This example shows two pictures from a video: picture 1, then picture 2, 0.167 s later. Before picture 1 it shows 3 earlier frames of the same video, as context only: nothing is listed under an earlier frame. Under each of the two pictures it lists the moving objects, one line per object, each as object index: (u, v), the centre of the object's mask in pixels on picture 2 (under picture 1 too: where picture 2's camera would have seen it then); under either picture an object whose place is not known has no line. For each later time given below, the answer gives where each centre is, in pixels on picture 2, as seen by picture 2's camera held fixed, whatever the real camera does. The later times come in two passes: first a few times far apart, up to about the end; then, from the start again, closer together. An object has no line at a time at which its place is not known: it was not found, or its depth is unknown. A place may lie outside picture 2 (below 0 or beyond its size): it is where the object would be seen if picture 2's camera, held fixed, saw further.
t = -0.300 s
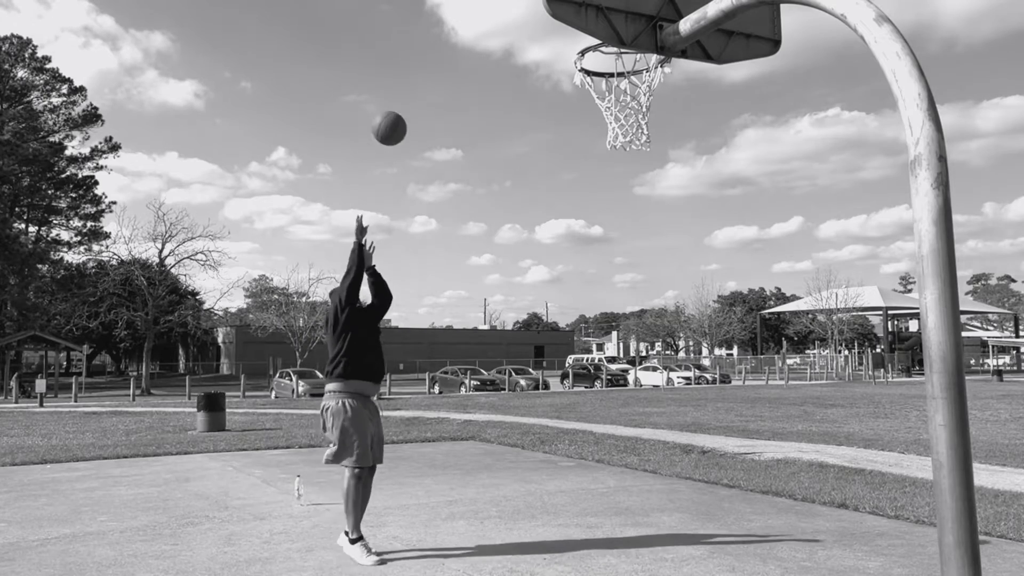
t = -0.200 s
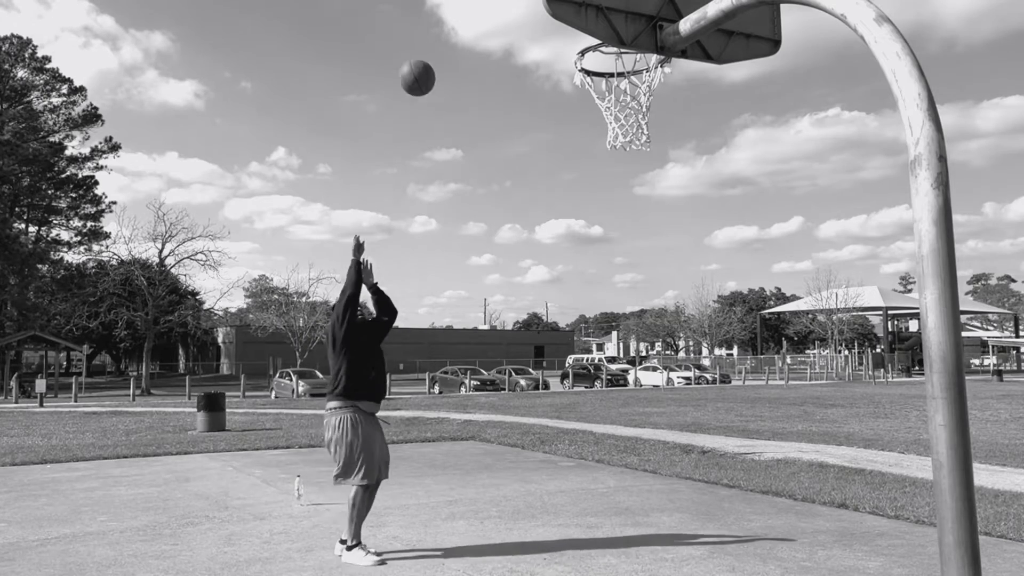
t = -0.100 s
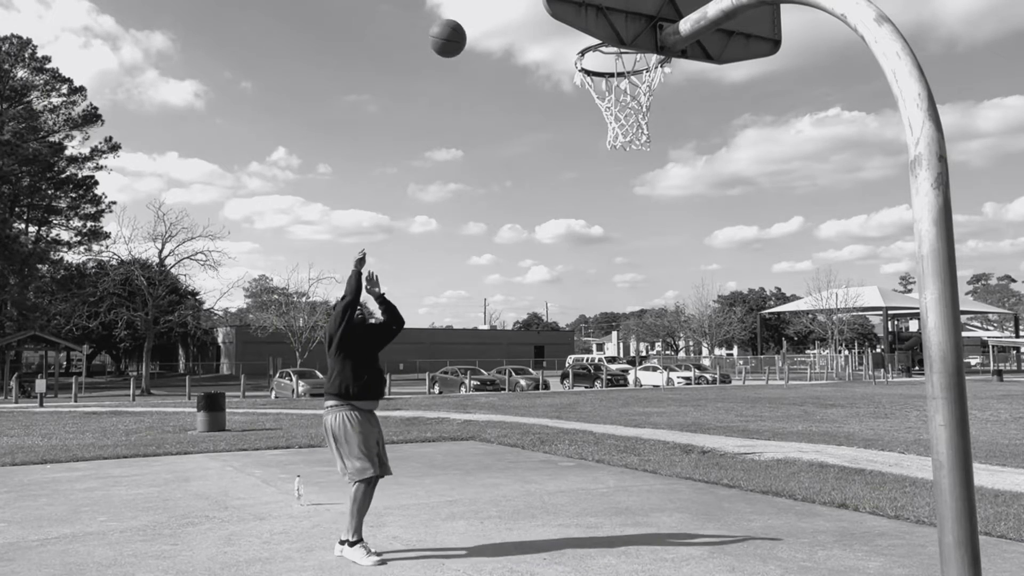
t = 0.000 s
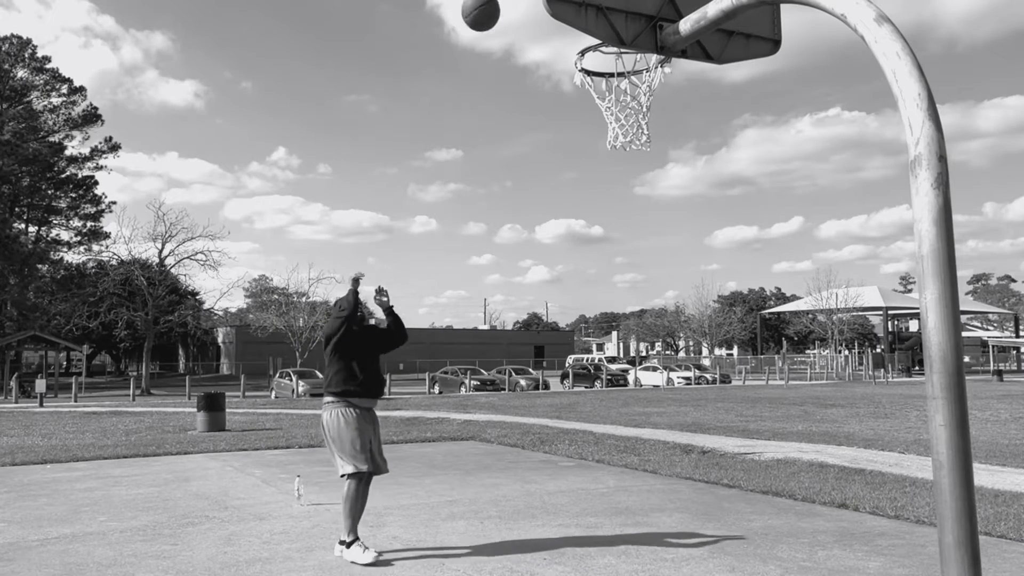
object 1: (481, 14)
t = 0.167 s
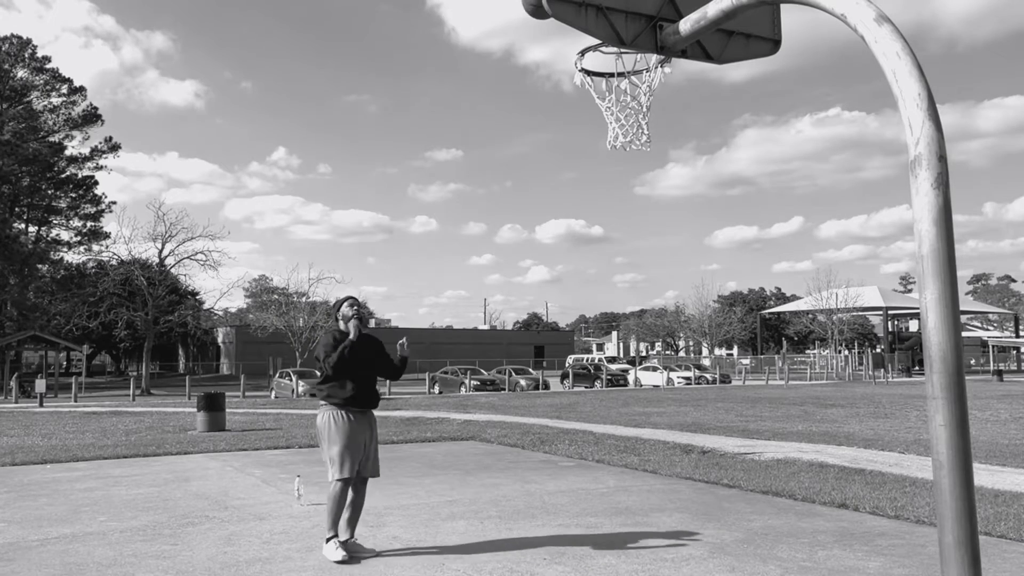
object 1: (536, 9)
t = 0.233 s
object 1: (552, 13)
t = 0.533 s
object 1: (616, 149)
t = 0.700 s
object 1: (593, 272)
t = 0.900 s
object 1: (570, 481)
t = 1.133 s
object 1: (538, 469)
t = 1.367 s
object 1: (506, 321)
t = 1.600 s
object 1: (481, 275)
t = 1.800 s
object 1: (460, 303)
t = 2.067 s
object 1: (436, 424)
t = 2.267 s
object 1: (421, 532)
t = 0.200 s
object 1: (544, 12)
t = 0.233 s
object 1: (552, 13)
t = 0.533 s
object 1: (616, 149)
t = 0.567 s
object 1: (611, 170)
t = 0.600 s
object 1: (607, 193)
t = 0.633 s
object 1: (602, 218)
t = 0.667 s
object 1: (597, 244)
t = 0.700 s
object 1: (593, 272)
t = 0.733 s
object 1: (589, 302)
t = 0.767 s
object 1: (584, 334)
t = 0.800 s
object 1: (581, 368)
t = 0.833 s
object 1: (577, 404)
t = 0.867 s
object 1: (574, 441)
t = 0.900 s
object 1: (570, 481)
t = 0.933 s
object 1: (566, 523)
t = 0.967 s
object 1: (564, 562)
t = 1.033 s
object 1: (554, 564)
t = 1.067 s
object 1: (549, 534)
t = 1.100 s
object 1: (544, 500)
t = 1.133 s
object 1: (538, 469)
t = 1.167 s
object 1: (533, 440)
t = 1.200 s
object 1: (529, 414)
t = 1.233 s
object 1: (524, 391)
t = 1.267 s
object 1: (520, 371)
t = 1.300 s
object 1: (514, 351)
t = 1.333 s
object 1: (510, 334)
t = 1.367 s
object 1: (506, 321)
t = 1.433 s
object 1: (499, 299)
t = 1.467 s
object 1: (495, 290)
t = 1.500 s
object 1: (491, 284)
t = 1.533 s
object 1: (488, 279)
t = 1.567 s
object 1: (484, 276)
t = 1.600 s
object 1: (481, 275)
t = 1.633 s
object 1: (477, 276)
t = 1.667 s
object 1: (473, 278)
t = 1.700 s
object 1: (470, 282)
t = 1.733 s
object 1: (467, 287)
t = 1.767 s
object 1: (463, 294)
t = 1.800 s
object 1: (460, 303)
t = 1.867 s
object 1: (453, 323)
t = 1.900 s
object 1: (449, 336)
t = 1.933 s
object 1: (446, 351)
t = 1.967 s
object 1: (444, 367)
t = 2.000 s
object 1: (442, 384)
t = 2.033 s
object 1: (439, 403)
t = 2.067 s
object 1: (436, 424)
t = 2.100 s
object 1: (435, 445)
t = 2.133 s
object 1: (432, 468)
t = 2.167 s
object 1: (430, 493)
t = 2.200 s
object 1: (427, 519)
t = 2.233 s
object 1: (426, 547)
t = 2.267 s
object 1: (421, 532)
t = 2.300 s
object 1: (418, 509)
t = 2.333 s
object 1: (415, 489)
